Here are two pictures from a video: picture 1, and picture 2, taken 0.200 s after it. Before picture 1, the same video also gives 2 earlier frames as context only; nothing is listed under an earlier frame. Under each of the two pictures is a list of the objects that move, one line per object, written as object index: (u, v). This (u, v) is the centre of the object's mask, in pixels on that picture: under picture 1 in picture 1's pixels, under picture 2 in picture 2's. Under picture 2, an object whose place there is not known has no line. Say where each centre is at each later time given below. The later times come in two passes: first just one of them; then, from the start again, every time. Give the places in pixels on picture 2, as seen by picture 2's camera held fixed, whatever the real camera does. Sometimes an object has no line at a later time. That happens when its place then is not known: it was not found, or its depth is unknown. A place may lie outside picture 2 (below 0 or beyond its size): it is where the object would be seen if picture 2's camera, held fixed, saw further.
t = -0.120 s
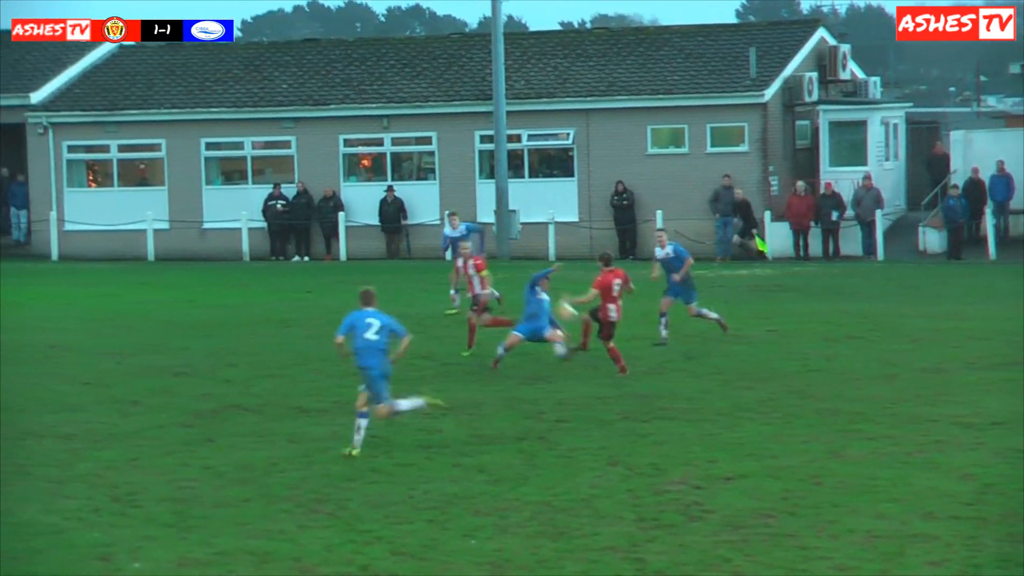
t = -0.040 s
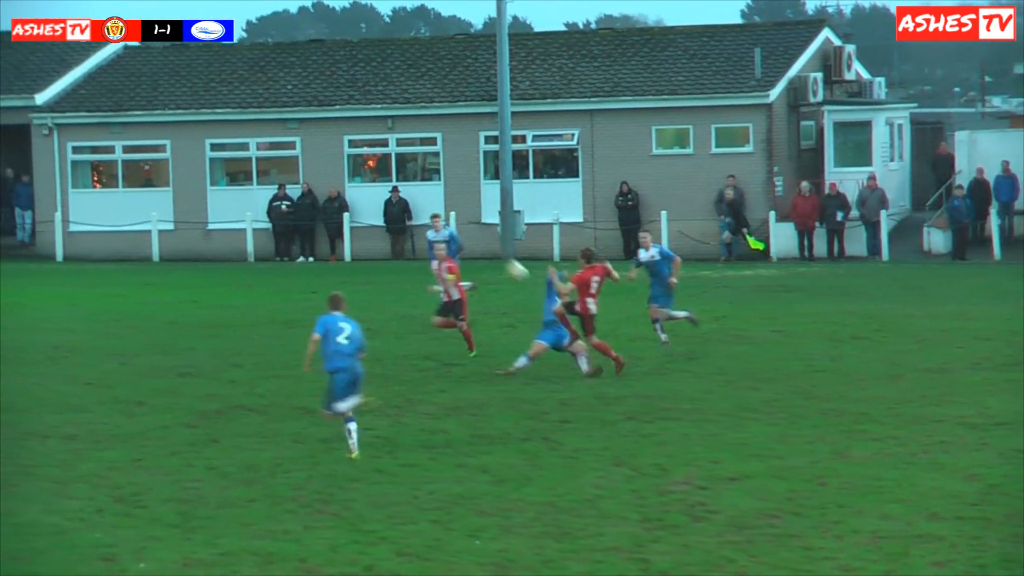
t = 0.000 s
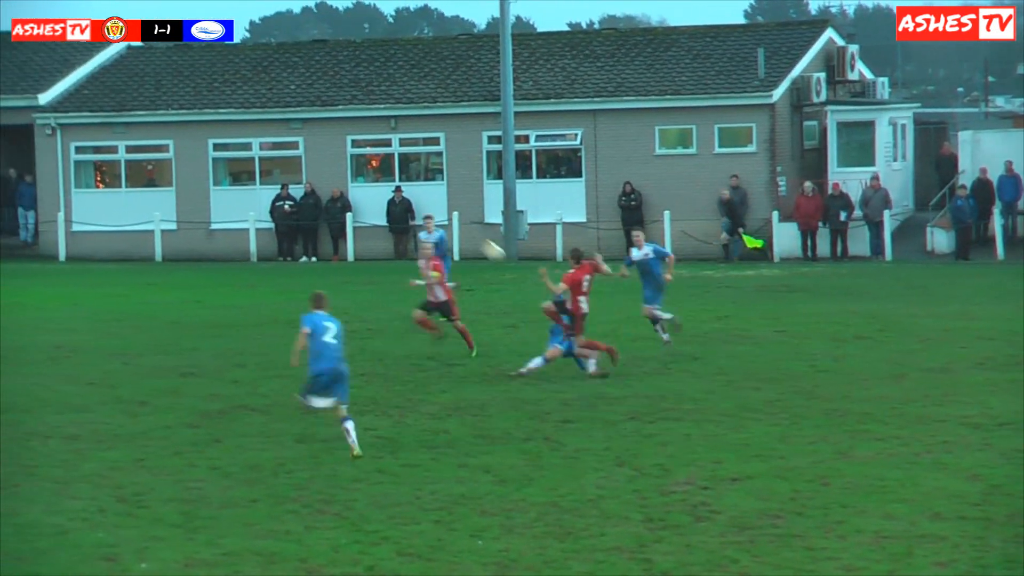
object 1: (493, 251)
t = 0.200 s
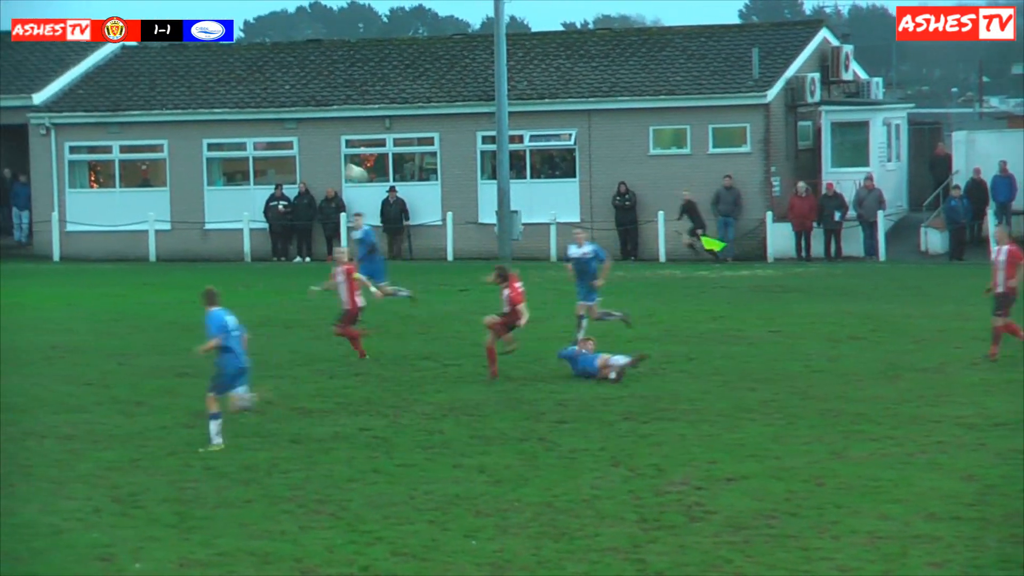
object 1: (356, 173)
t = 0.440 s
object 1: (207, 118)
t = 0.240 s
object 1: (328, 161)
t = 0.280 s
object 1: (305, 150)
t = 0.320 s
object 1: (279, 141)
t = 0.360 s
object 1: (254, 131)
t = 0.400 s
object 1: (231, 124)
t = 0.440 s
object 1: (207, 118)
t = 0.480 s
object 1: (183, 112)
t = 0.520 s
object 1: (159, 108)
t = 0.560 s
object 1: (134, 105)
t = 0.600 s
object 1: (109, 104)
